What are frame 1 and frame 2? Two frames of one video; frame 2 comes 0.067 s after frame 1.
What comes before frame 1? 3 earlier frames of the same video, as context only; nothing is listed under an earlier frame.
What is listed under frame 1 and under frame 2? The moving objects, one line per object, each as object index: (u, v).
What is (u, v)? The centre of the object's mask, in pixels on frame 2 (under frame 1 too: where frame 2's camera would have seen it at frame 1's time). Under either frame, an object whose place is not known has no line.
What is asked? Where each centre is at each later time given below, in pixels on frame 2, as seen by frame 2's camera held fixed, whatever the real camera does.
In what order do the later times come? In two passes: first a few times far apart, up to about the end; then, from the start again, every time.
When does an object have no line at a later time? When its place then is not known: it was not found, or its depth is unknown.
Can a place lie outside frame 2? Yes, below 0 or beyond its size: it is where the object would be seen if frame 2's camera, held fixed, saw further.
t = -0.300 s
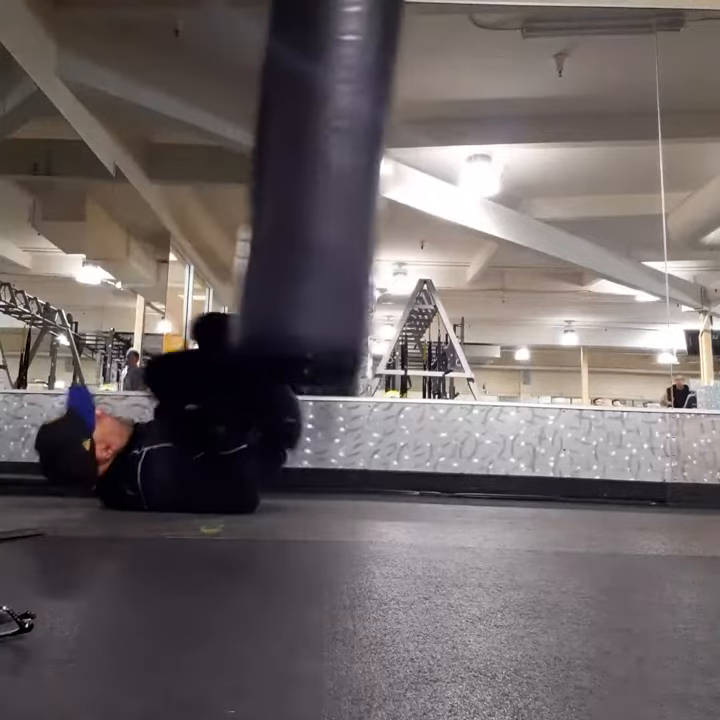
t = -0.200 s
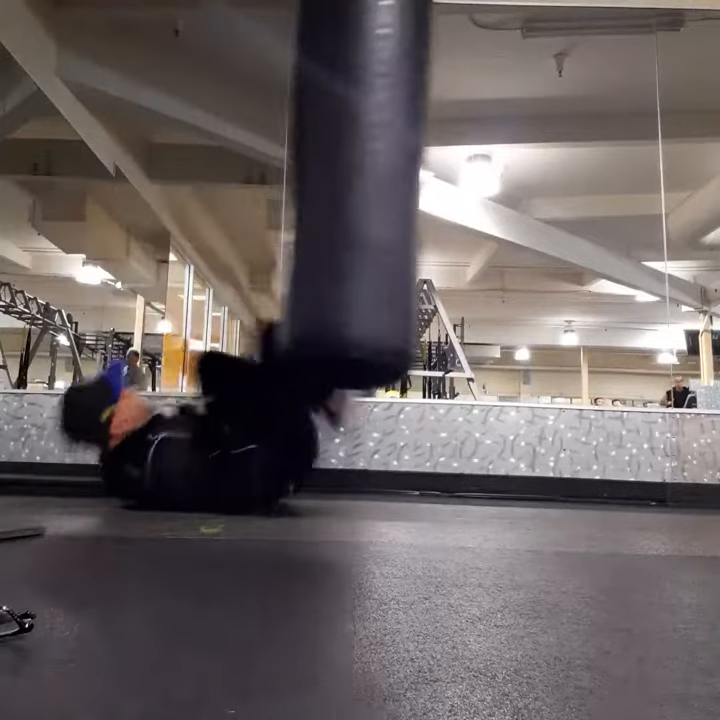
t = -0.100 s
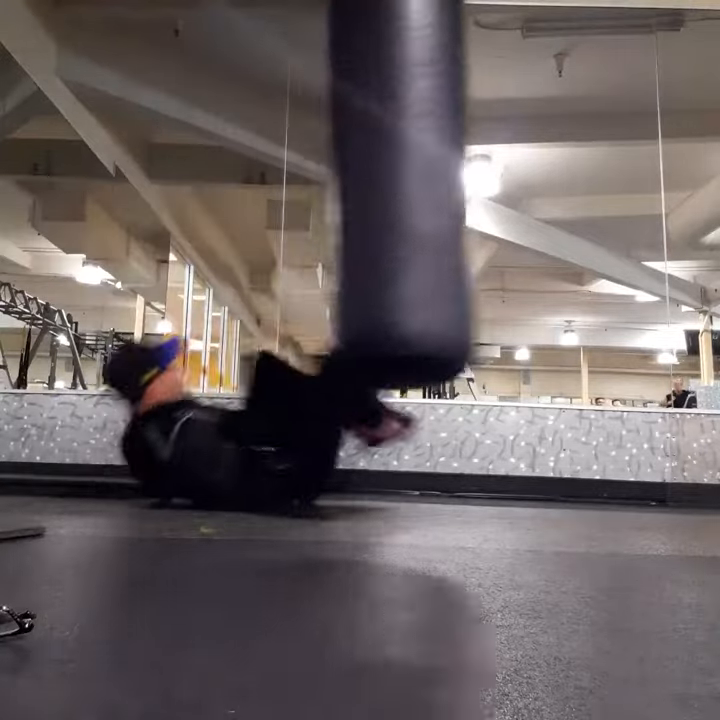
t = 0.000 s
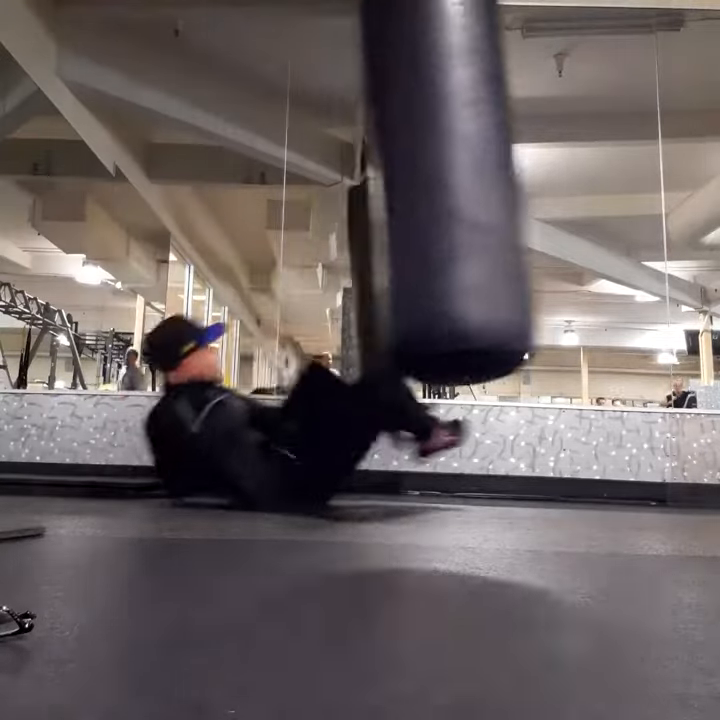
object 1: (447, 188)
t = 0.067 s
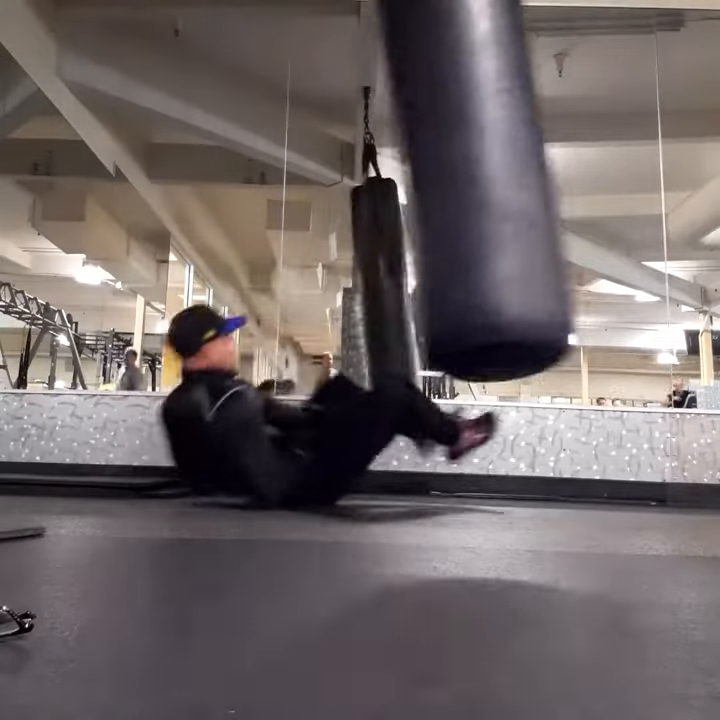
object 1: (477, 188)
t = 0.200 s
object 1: (533, 183)
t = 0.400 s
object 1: (590, 174)
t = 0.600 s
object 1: (596, 171)
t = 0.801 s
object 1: (549, 179)
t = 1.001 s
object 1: (463, 187)
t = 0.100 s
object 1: (492, 188)
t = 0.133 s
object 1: (506, 186)
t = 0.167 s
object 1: (520, 185)
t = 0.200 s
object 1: (533, 183)
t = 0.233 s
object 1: (545, 181)
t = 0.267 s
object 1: (556, 179)
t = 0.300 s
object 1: (566, 178)
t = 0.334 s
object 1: (576, 177)
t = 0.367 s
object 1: (584, 175)
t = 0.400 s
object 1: (590, 174)
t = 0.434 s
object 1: (594, 172)
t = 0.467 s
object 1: (597, 170)
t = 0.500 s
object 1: (598, 170)
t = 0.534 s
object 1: (599, 169)
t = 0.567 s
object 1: (598, 170)
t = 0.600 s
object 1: (596, 171)
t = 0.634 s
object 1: (592, 172)
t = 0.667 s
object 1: (587, 174)
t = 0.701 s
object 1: (580, 175)
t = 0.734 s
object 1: (571, 177)
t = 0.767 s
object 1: (561, 178)
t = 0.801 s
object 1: (549, 179)
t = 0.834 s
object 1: (537, 182)
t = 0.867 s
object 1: (524, 183)
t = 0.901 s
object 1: (509, 185)
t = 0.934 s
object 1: (495, 186)
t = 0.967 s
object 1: (477, 188)
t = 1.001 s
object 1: (463, 187)
